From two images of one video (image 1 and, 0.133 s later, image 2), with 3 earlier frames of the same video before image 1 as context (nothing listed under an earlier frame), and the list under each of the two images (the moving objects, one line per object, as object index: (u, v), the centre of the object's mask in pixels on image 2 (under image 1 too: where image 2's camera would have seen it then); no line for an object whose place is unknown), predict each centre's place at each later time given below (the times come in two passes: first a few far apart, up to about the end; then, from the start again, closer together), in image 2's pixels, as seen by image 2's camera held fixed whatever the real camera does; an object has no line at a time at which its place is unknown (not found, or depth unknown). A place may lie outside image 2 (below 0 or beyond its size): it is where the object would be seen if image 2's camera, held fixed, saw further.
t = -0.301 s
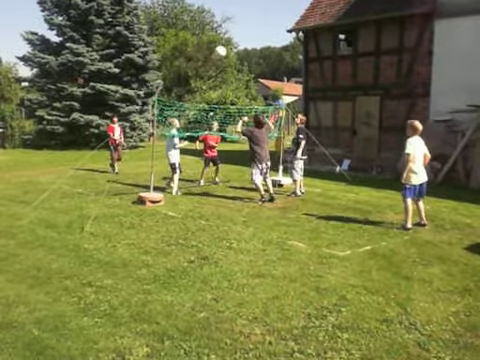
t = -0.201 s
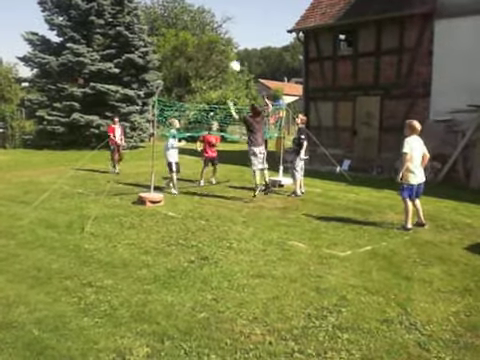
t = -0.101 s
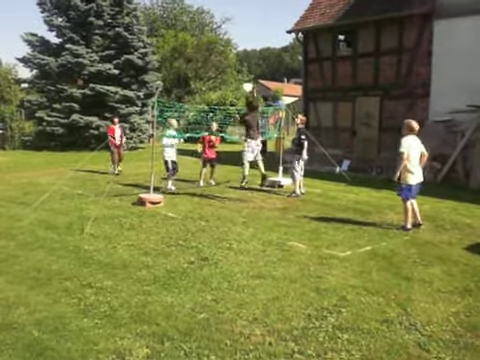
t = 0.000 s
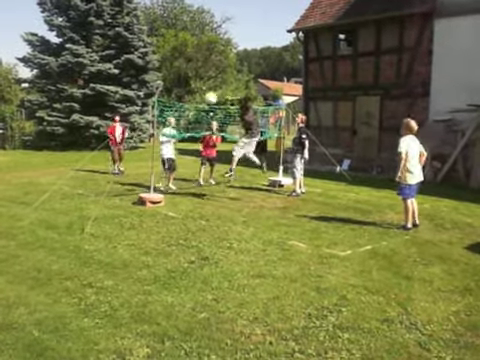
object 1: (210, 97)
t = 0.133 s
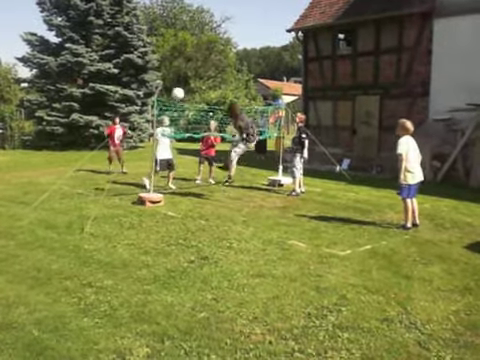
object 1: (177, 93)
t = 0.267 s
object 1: (167, 72)
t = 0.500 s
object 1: (146, 58)
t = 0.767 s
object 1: (121, 81)
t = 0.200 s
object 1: (172, 82)
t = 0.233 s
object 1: (169, 77)
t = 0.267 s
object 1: (167, 72)
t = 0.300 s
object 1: (164, 68)
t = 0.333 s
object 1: (161, 65)
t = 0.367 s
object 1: (158, 62)
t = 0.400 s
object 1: (155, 60)
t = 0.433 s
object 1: (151, 59)
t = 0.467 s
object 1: (149, 59)
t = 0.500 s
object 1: (146, 58)
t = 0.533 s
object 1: (143, 59)
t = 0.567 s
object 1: (139, 61)
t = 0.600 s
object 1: (136, 63)
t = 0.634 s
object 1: (133, 66)
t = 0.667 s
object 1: (130, 69)
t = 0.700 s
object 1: (127, 72)
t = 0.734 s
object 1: (124, 77)
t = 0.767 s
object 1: (121, 81)
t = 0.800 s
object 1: (118, 87)
